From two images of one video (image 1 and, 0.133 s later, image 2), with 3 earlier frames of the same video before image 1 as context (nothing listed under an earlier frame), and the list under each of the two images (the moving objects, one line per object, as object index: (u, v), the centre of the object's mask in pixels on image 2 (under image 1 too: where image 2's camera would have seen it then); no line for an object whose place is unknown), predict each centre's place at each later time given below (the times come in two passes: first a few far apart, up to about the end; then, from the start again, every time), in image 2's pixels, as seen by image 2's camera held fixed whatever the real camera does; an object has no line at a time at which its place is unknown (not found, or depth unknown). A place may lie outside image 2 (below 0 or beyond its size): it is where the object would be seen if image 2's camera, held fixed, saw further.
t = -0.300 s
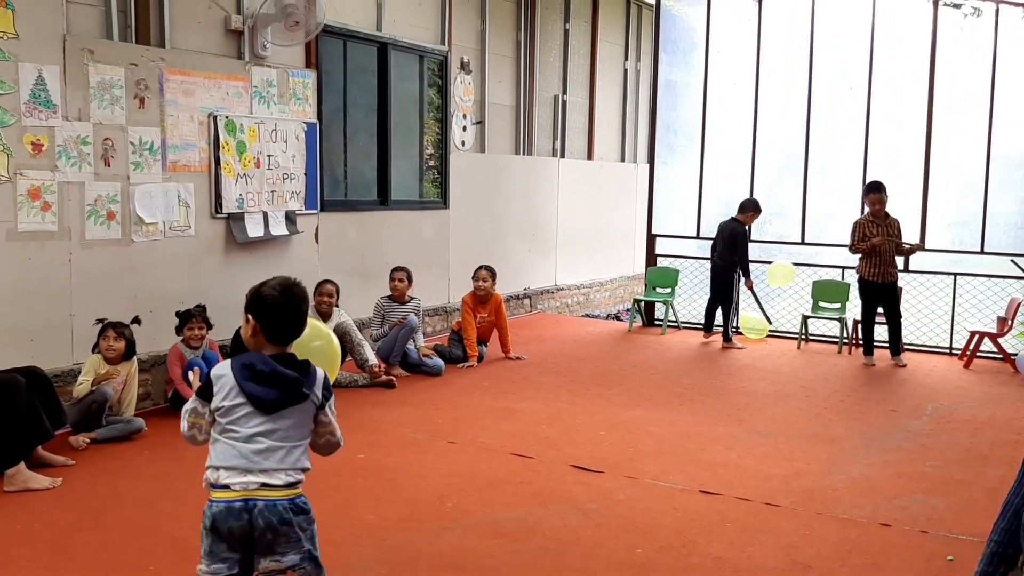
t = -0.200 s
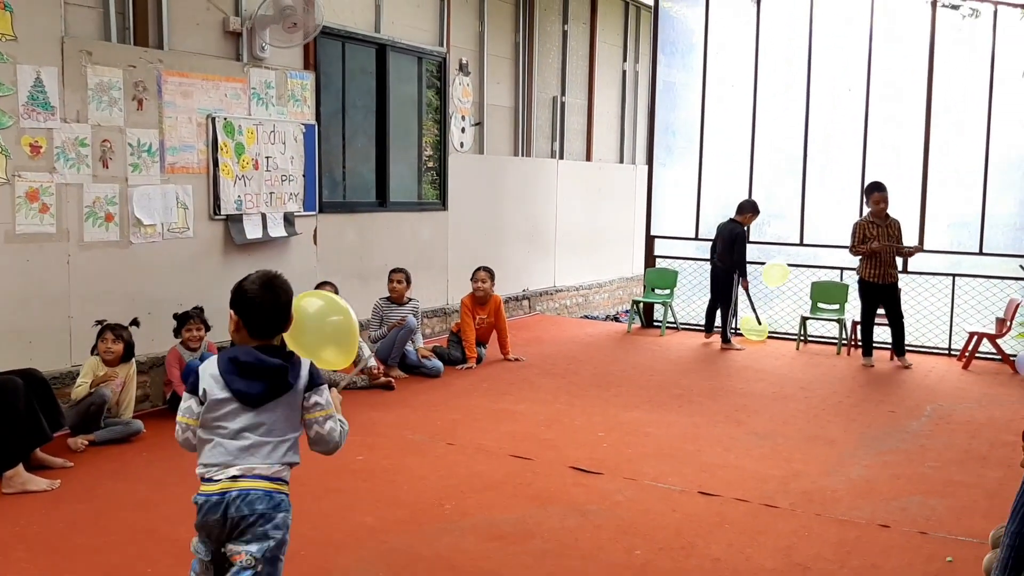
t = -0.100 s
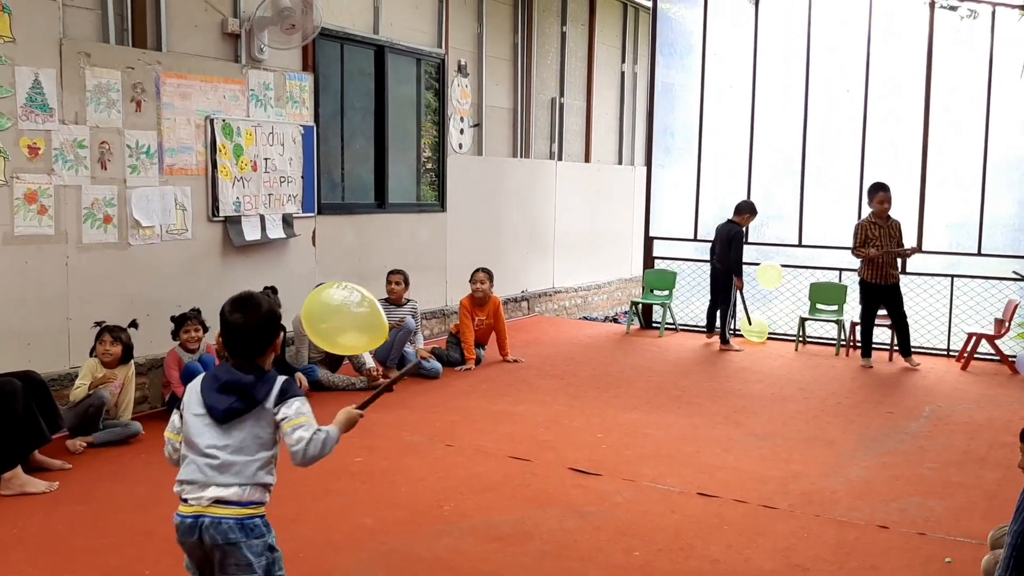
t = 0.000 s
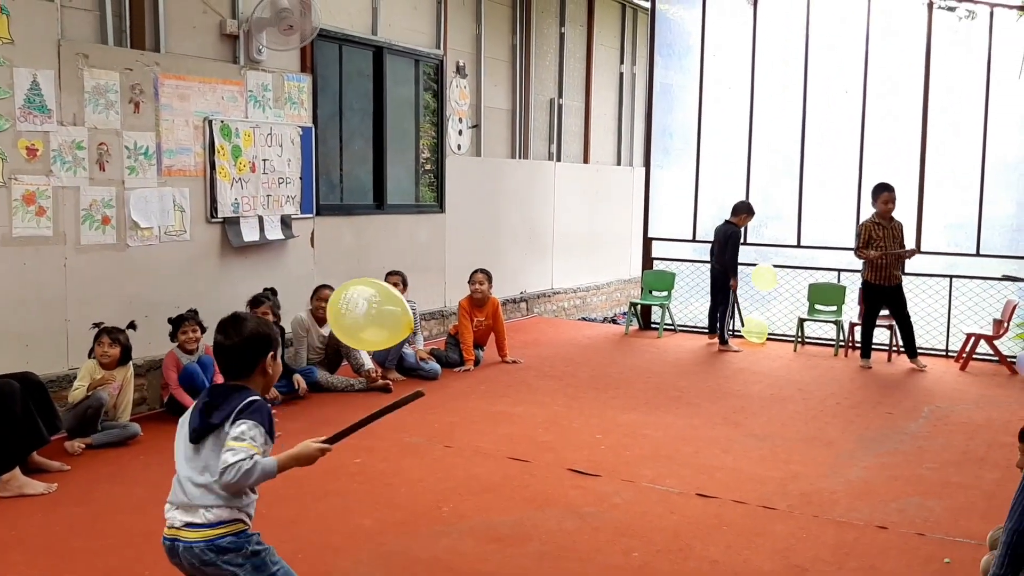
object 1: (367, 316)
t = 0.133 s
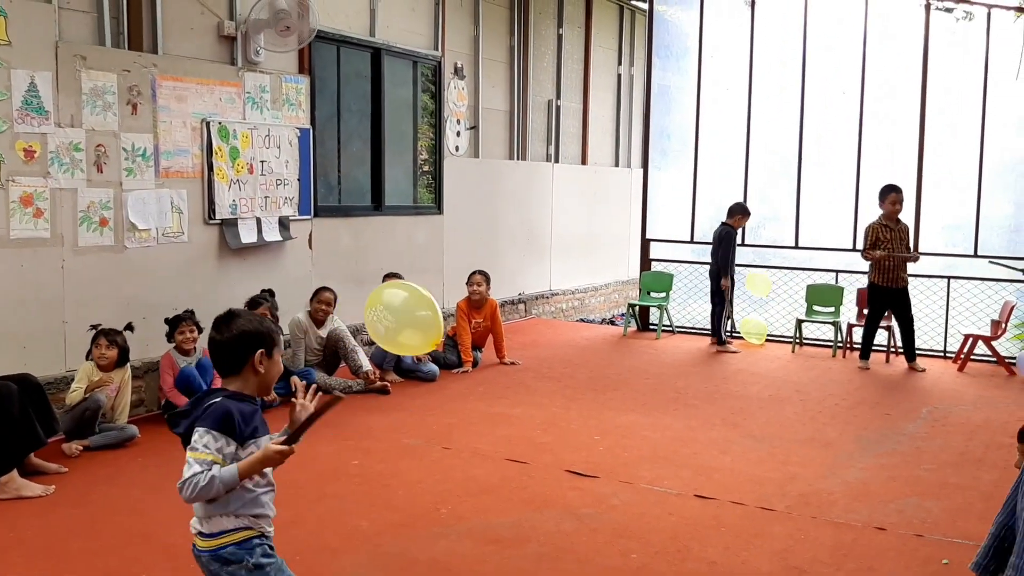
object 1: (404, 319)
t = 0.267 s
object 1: (438, 332)
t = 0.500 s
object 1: (487, 377)
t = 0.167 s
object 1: (412, 321)
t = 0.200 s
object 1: (421, 324)
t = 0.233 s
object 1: (430, 328)
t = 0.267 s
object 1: (438, 332)
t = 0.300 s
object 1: (446, 337)
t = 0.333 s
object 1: (454, 343)
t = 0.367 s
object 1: (461, 349)
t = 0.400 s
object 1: (468, 355)
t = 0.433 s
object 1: (474, 362)
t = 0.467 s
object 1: (481, 369)
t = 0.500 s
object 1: (487, 377)
